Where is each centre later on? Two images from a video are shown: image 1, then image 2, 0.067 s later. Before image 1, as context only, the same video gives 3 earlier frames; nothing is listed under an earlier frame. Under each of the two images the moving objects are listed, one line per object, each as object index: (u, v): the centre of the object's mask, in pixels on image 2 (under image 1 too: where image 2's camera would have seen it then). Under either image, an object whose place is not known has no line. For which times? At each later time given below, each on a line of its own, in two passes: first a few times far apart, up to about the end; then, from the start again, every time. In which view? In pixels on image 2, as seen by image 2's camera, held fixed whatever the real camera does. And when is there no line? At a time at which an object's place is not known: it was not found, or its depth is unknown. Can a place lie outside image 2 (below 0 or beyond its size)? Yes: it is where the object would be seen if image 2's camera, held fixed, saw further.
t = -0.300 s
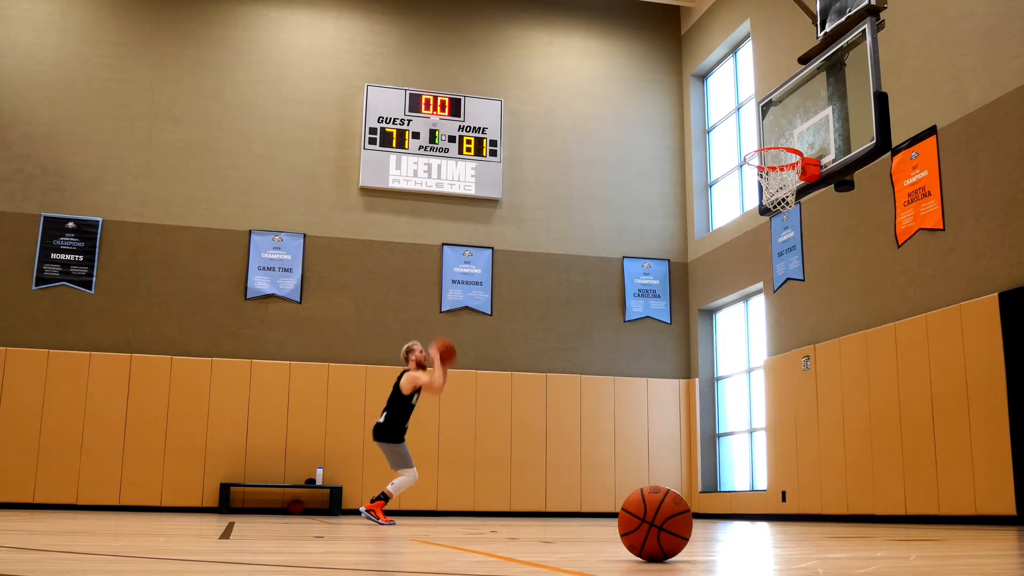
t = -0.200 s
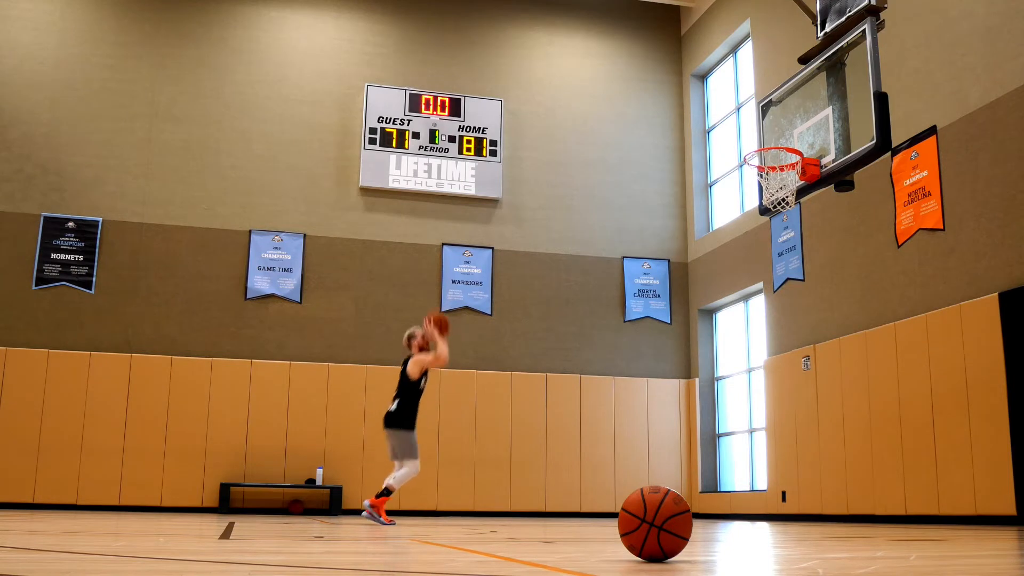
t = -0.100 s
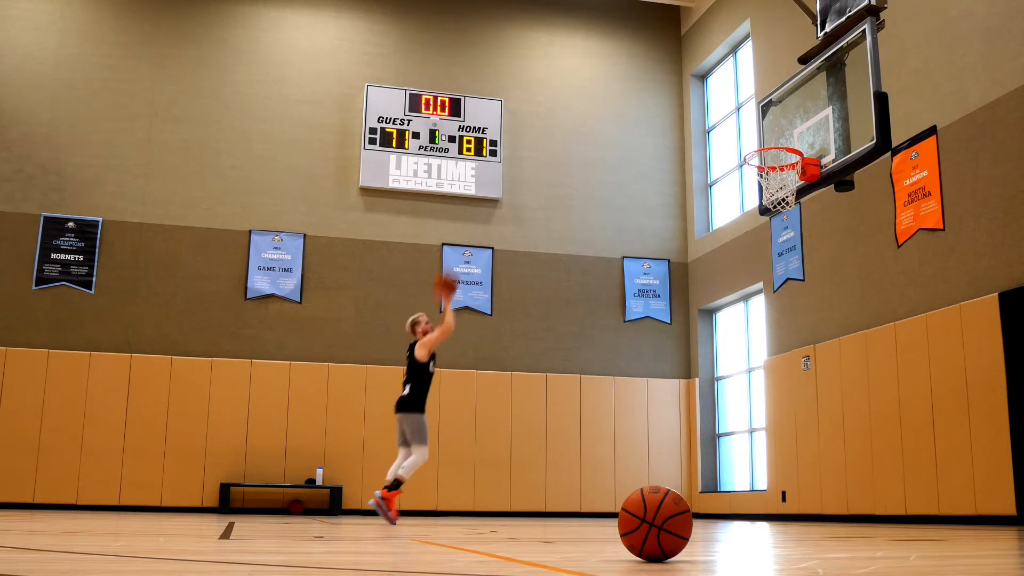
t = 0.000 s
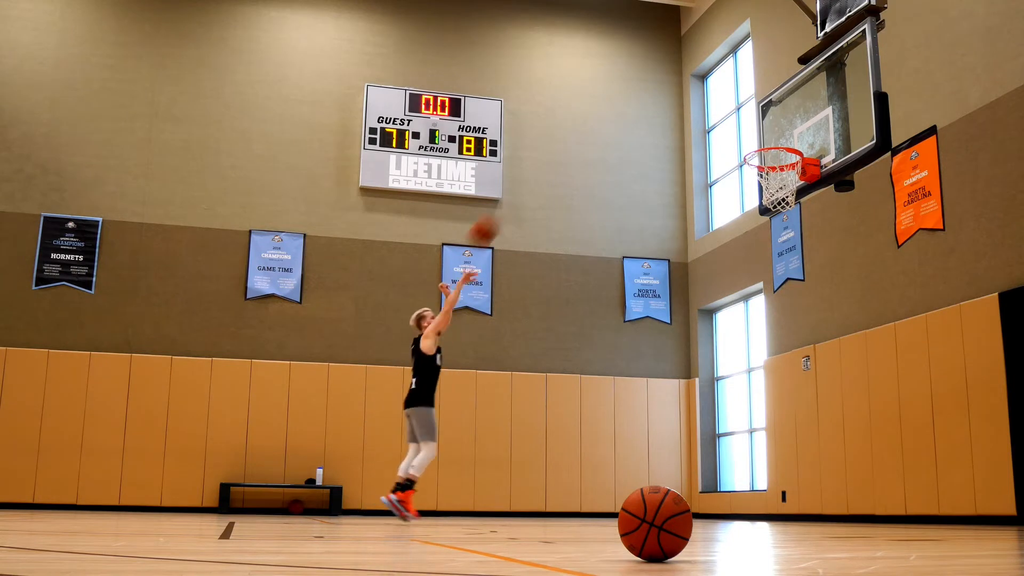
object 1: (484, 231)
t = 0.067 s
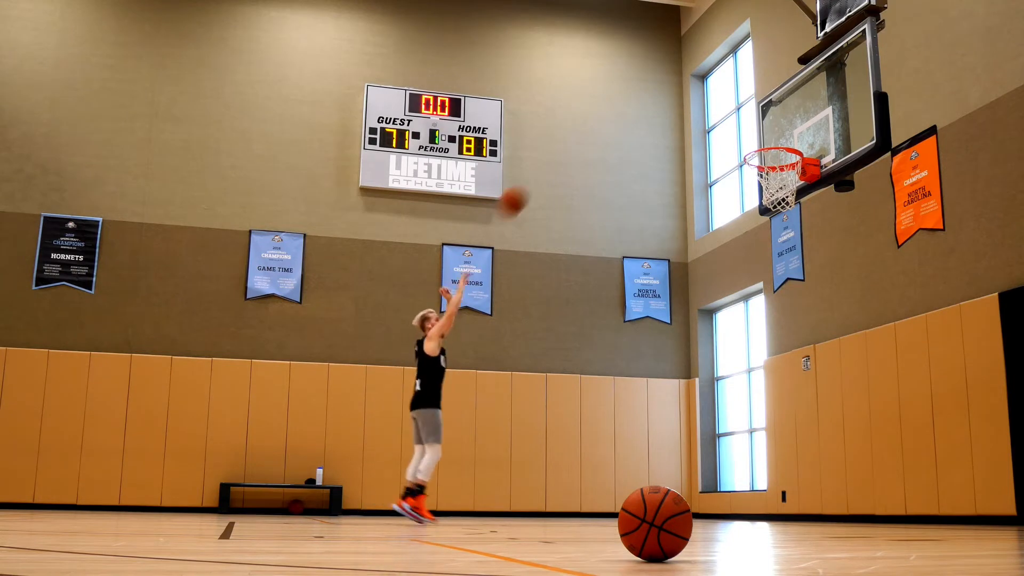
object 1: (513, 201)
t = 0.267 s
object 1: (600, 135)
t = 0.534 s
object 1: (719, 107)
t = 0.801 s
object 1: (783, 143)
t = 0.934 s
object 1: (744, 145)
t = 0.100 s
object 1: (528, 187)
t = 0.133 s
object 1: (542, 175)
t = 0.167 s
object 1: (556, 163)
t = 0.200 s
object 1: (571, 152)
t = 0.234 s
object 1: (585, 143)
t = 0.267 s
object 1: (600, 135)
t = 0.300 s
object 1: (614, 127)
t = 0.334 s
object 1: (629, 121)
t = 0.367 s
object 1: (644, 116)
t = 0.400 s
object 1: (659, 112)
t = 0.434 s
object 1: (674, 109)
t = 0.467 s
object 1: (688, 107)
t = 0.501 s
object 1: (702, 106)
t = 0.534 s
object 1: (719, 107)
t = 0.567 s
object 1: (736, 108)
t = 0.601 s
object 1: (753, 110)
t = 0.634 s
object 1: (769, 114)
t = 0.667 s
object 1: (783, 120)
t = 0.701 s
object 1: (799, 125)
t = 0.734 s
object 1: (801, 132)
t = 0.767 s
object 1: (793, 138)
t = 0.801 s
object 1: (783, 143)
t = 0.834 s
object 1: (771, 144)
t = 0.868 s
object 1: (761, 144)
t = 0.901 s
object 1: (753, 143)
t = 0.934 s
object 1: (744, 145)
